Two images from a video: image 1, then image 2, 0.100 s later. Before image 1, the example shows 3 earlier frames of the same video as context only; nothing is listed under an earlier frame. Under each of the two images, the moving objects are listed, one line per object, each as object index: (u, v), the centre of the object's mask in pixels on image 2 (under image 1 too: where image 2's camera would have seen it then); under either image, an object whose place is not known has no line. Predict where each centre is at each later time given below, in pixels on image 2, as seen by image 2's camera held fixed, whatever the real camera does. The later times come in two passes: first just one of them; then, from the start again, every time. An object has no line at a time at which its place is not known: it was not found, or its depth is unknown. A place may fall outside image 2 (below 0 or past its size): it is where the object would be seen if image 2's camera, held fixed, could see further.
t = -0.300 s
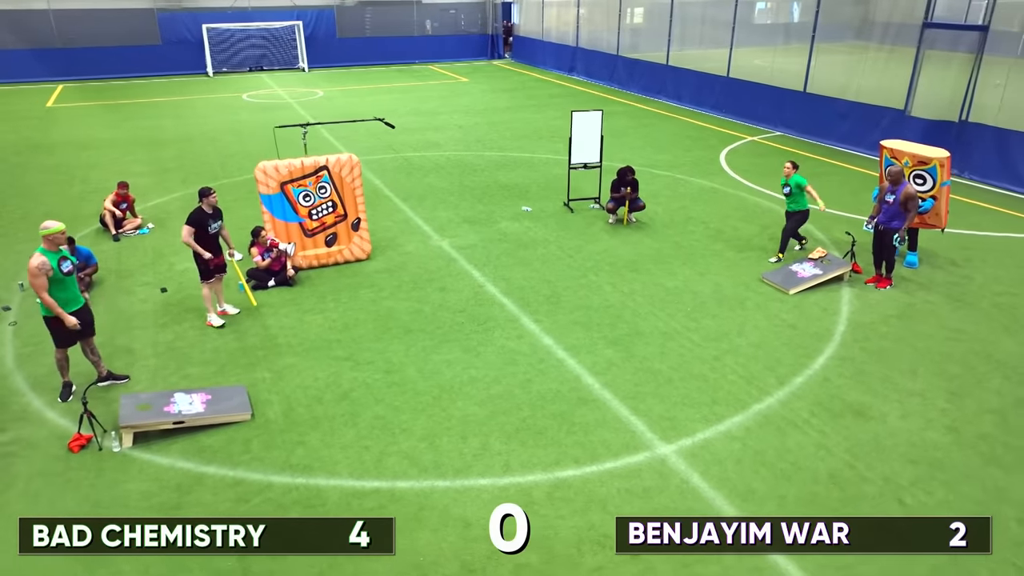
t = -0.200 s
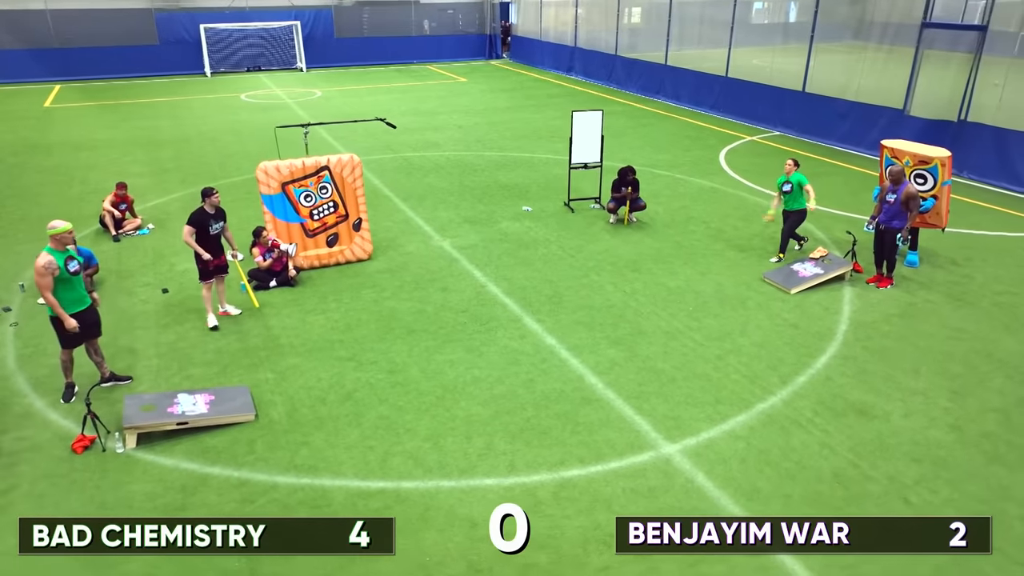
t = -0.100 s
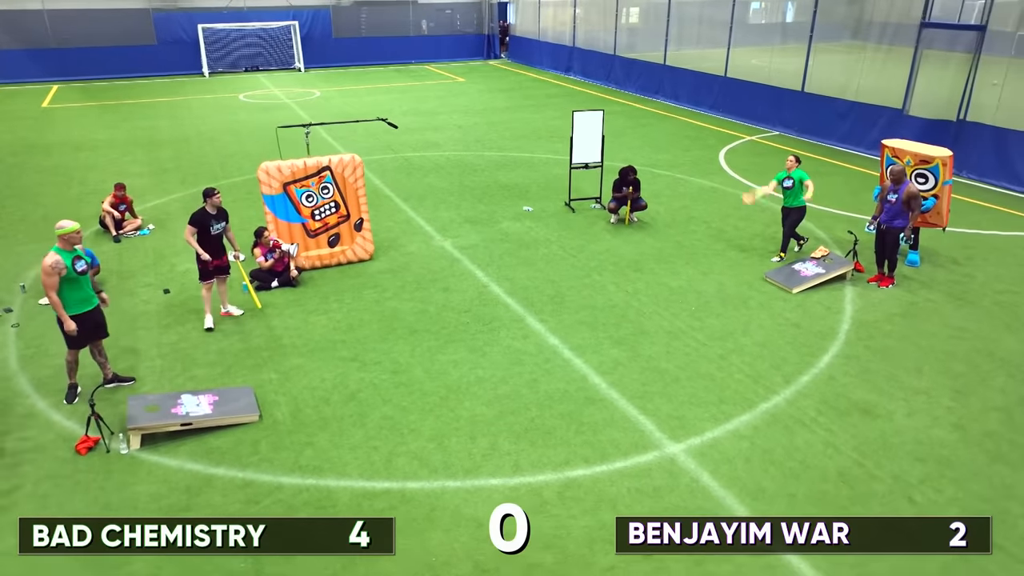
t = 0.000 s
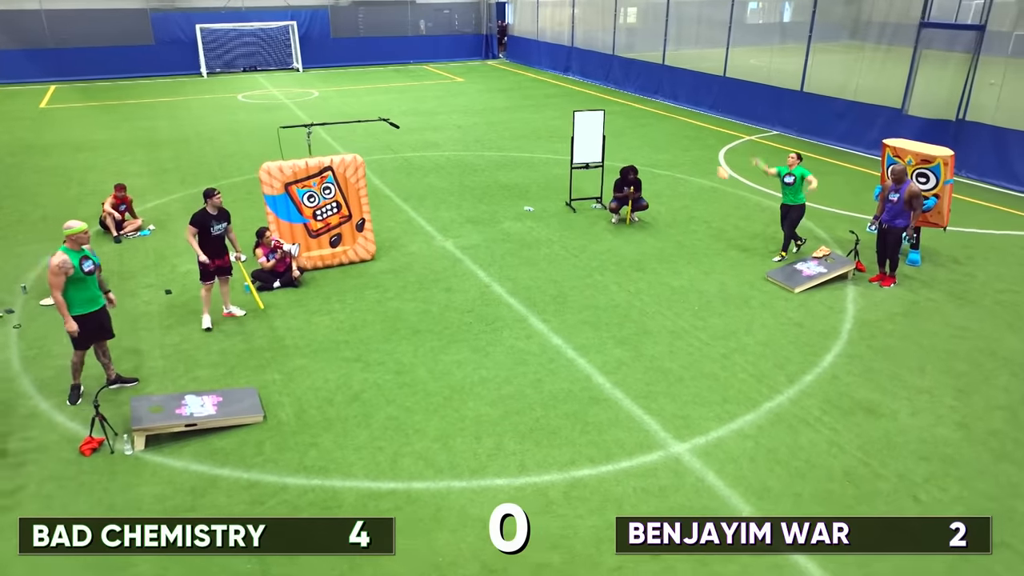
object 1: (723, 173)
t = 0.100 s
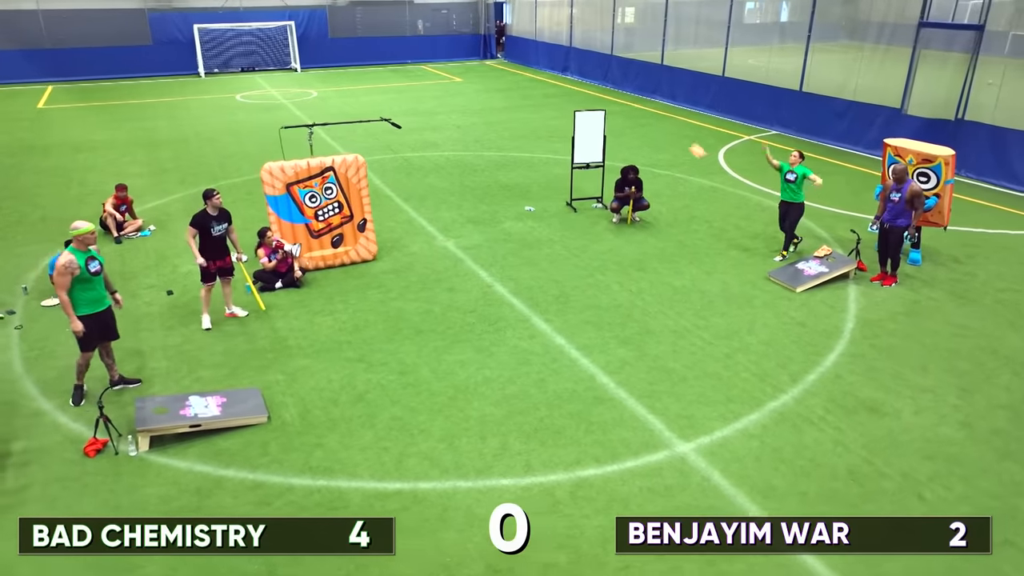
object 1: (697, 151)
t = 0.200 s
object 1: (669, 133)
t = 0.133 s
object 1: (688, 144)
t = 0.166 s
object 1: (678, 138)
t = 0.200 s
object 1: (669, 133)
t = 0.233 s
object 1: (658, 128)
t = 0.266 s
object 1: (647, 125)
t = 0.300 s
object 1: (636, 123)
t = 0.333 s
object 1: (625, 122)
